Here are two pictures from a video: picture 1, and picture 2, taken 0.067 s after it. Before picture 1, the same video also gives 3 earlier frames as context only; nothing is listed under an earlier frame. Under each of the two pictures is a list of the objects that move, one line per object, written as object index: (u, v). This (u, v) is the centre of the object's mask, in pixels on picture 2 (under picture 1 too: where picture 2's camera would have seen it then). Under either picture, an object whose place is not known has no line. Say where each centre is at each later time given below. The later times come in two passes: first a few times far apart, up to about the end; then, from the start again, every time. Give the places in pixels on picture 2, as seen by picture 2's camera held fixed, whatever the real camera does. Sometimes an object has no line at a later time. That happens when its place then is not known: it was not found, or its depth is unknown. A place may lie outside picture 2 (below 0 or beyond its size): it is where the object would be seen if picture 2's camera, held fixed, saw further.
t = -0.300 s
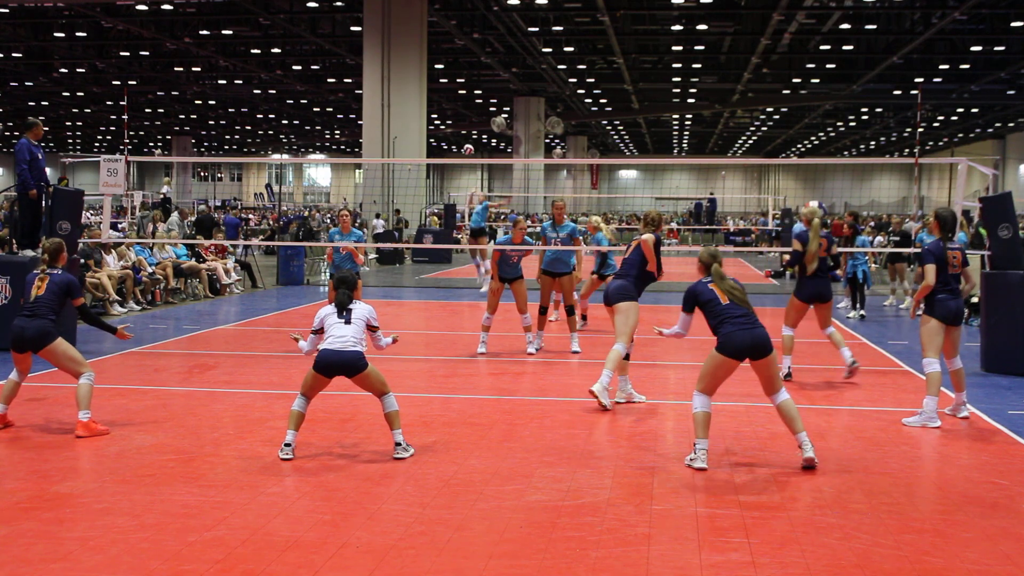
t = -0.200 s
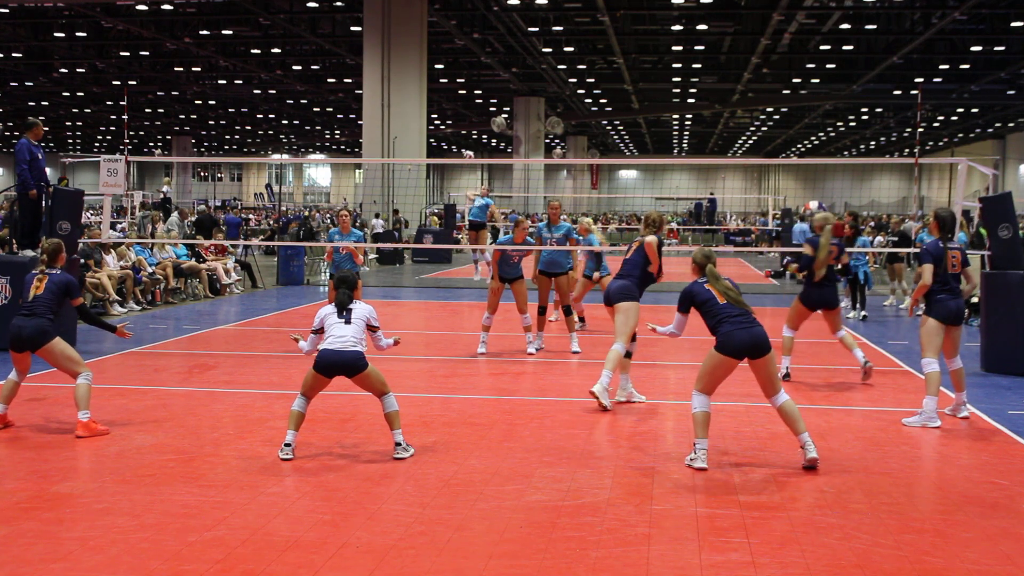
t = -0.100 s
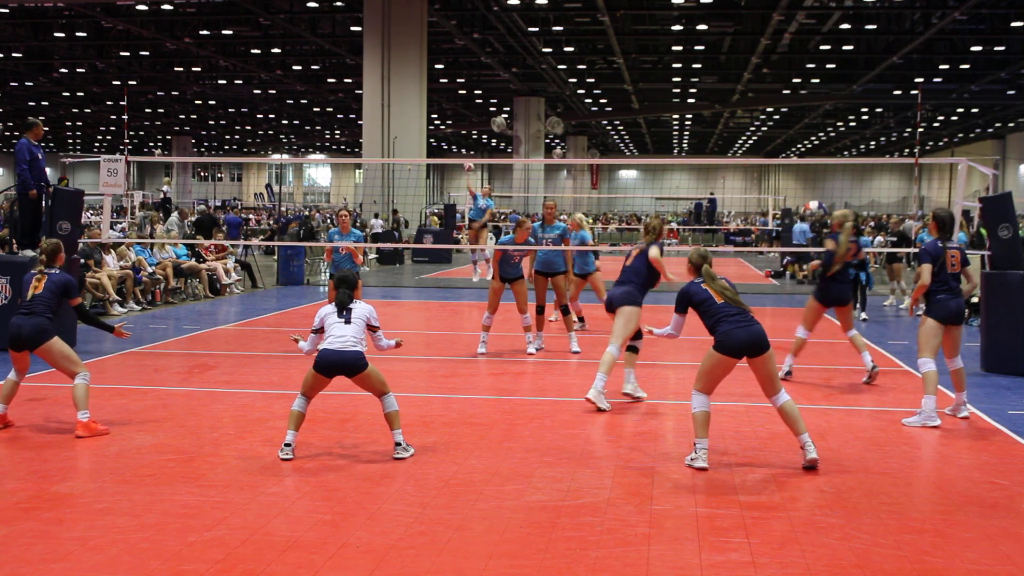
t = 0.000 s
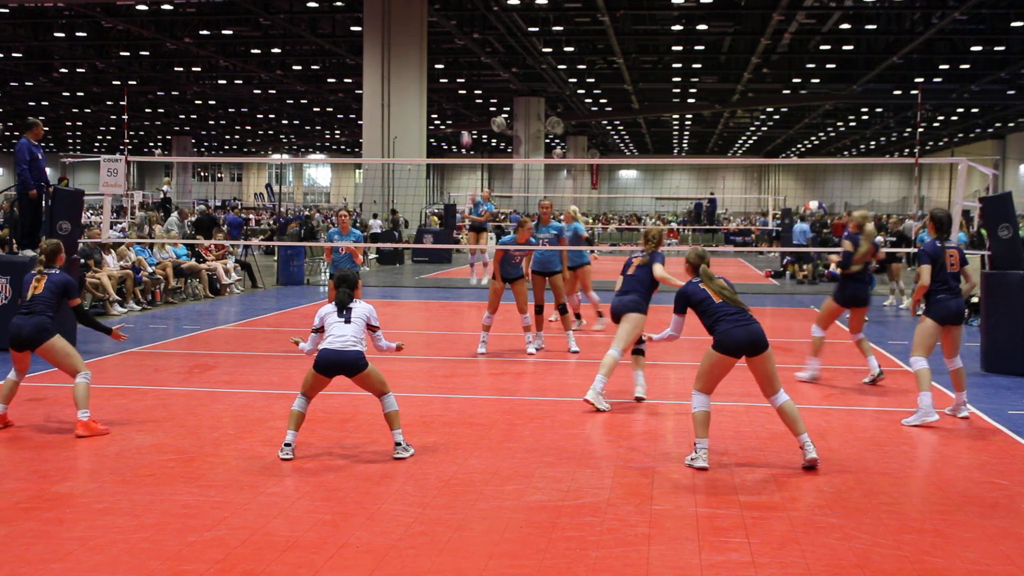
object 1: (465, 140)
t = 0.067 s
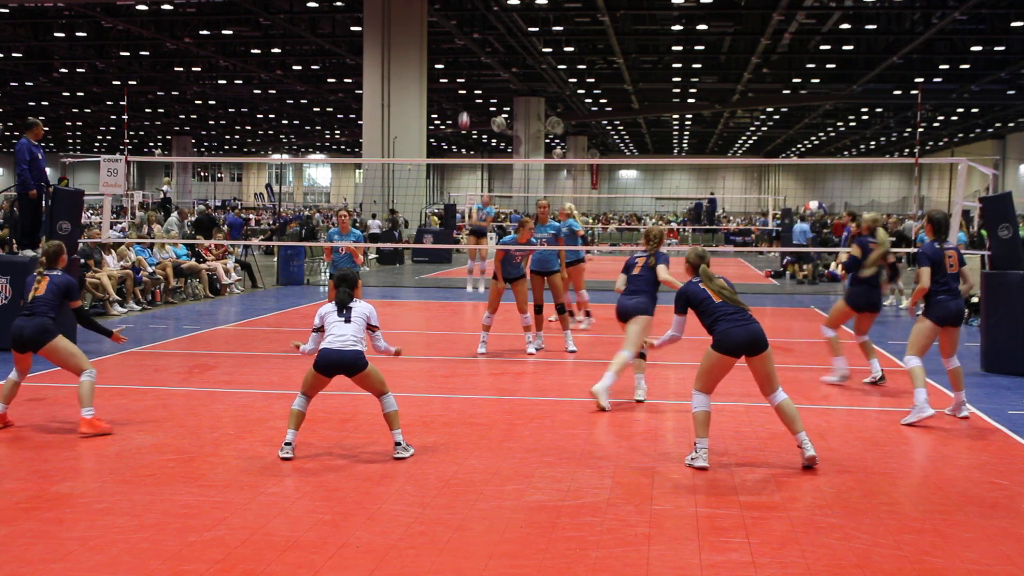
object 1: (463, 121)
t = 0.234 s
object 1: (461, 77)
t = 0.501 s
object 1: (464, 38)
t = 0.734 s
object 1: (468, 50)
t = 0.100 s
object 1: (463, 111)
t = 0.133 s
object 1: (462, 102)
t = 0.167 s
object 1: (462, 94)
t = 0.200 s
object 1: (461, 85)
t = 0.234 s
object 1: (461, 77)
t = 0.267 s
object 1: (462, 70)
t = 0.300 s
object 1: (462, 63)
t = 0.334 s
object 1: (462, 57)
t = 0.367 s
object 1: (462, 52)
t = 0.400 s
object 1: (462, 47)
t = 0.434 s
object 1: (463, 43)
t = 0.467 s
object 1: (464, 40)
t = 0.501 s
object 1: (464, 38)
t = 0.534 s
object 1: (466, 37)
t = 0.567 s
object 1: (466, 36)
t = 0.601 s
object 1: (466, 37)
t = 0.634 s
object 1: (467, 38)
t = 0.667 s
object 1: (467, 40)
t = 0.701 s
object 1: (468, 44)
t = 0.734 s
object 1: (468, 50)
